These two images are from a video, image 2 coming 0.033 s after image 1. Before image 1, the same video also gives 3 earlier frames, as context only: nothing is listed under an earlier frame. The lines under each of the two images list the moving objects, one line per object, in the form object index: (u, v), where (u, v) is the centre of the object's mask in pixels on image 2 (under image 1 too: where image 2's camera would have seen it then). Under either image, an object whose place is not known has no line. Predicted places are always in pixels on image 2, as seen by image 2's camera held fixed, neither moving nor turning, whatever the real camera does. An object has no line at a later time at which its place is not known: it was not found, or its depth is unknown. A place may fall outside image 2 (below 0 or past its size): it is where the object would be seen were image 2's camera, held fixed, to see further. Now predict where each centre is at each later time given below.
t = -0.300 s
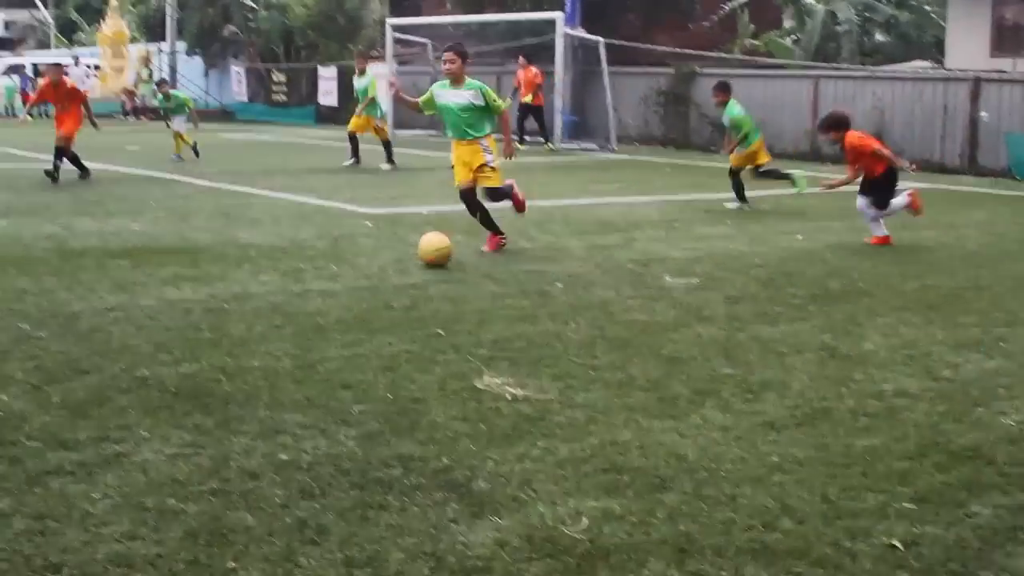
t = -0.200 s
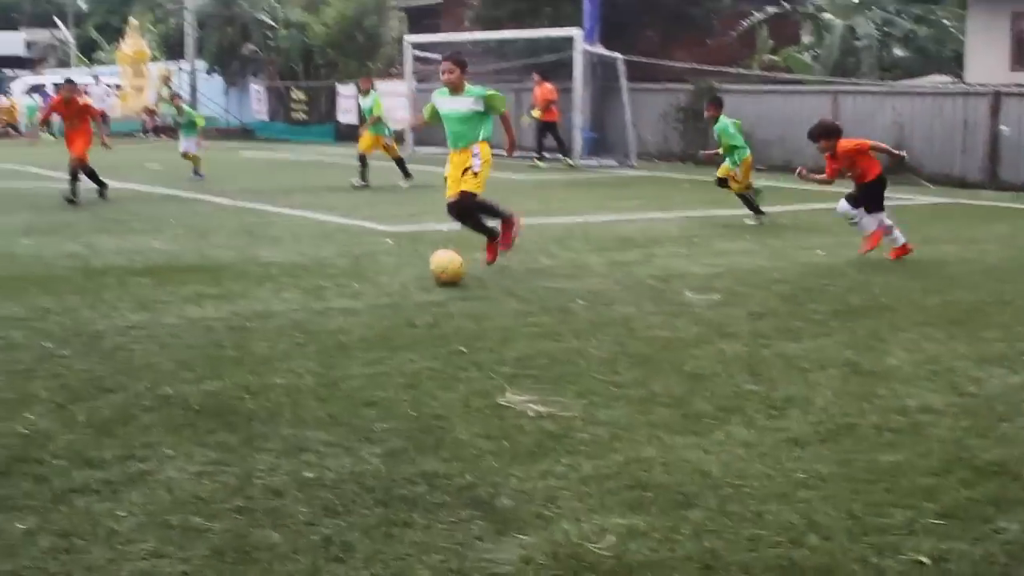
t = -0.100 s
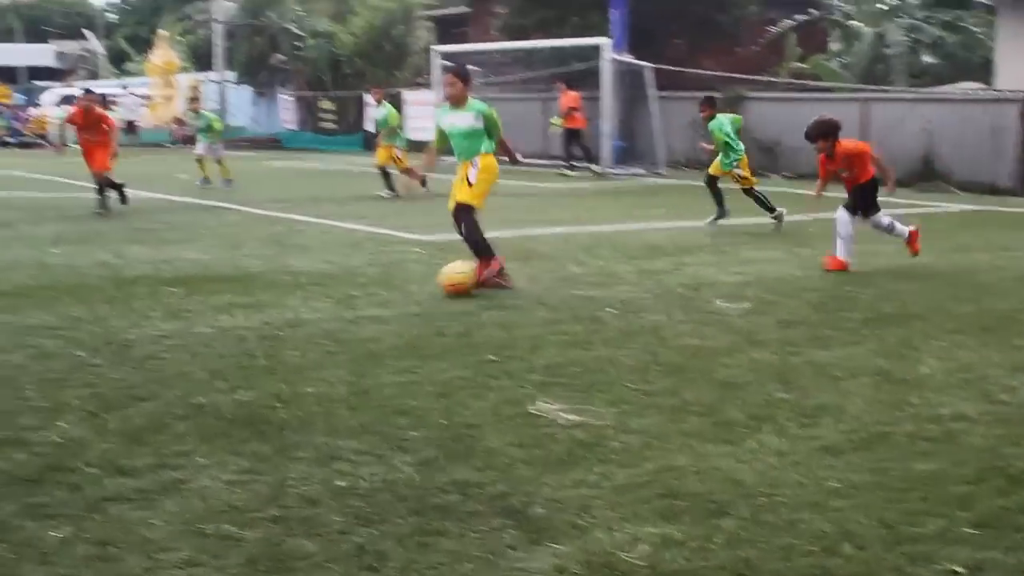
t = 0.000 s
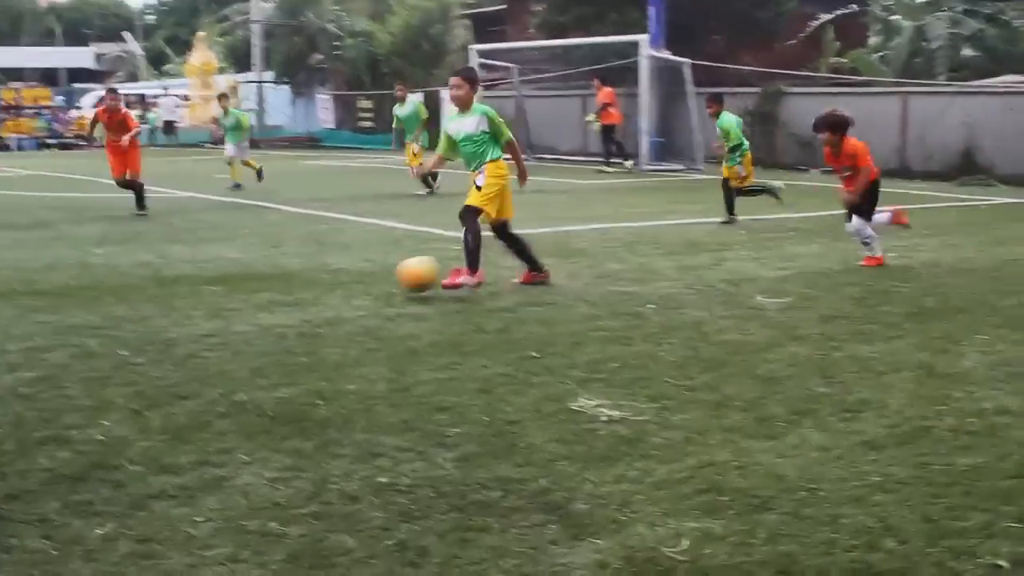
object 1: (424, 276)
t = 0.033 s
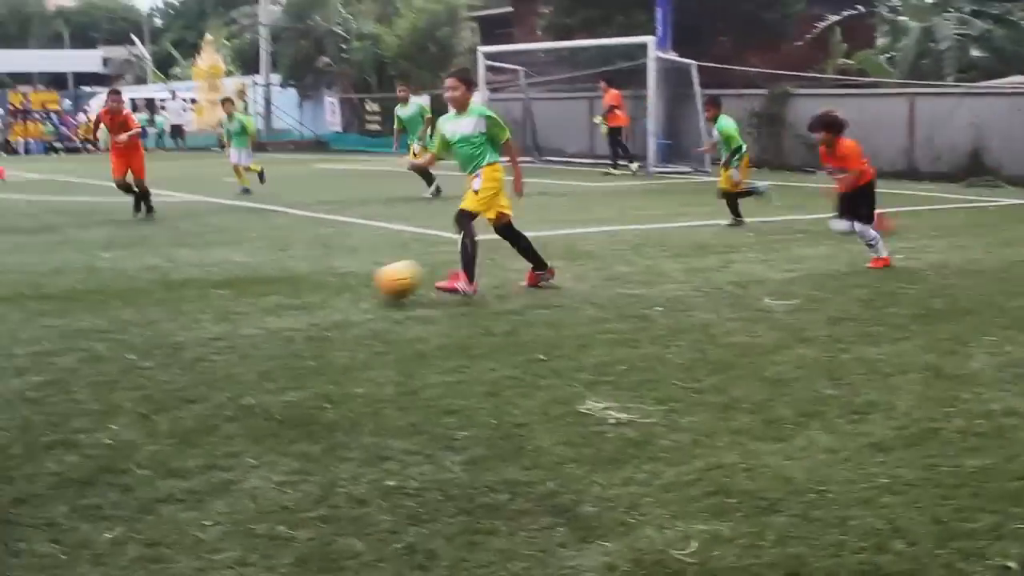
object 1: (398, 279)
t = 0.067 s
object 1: (370, 283)
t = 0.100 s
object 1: (344, 290)
